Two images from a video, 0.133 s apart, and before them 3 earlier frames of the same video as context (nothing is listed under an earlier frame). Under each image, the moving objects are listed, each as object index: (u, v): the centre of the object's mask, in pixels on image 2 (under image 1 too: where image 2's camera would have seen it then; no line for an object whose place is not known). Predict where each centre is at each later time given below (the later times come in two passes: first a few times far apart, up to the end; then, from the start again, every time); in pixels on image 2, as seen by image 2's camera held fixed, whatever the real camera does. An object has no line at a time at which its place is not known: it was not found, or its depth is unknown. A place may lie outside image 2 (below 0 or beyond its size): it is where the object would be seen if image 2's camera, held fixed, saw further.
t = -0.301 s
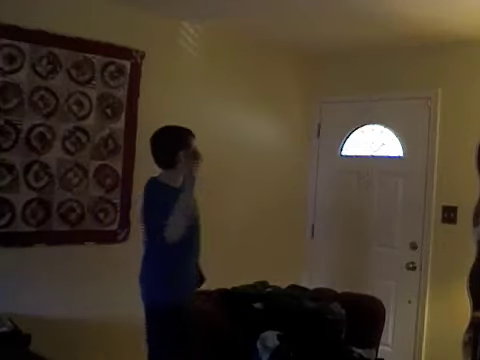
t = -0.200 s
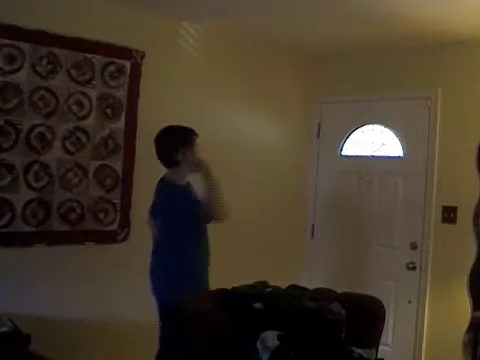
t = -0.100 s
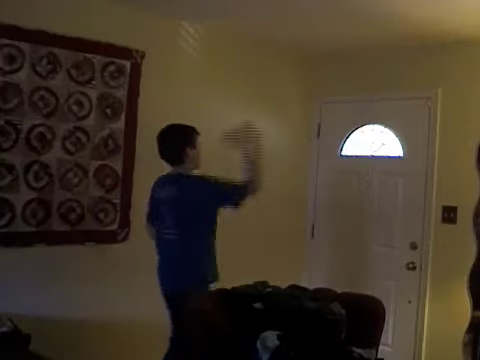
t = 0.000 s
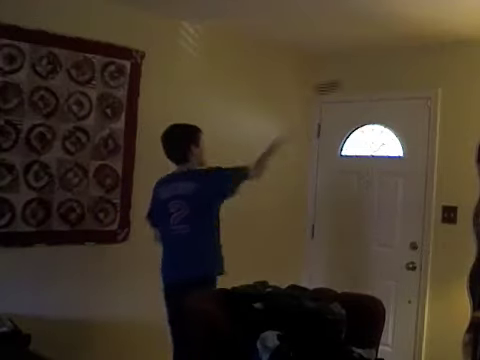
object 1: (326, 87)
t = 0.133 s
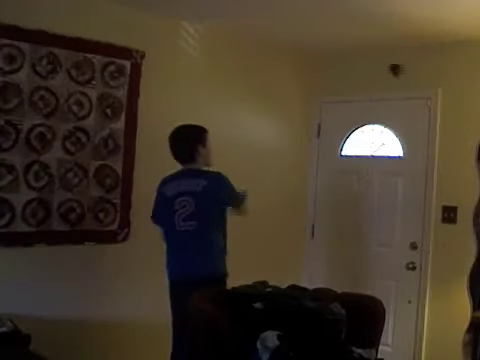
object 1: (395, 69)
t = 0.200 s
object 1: (383, 63)
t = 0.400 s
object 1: (339, 81)
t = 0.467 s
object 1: (322, 102)
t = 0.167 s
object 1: (390, 66)
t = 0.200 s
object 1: (383, 63)
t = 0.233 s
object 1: (375, 63)
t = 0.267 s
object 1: (368, 64)
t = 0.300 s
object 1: (360, 65)
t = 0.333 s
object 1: (353, 69)
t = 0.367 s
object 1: (345, 75)
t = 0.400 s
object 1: (339, 81)
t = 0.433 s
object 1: (330, 90)
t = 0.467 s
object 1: (322, 102)
